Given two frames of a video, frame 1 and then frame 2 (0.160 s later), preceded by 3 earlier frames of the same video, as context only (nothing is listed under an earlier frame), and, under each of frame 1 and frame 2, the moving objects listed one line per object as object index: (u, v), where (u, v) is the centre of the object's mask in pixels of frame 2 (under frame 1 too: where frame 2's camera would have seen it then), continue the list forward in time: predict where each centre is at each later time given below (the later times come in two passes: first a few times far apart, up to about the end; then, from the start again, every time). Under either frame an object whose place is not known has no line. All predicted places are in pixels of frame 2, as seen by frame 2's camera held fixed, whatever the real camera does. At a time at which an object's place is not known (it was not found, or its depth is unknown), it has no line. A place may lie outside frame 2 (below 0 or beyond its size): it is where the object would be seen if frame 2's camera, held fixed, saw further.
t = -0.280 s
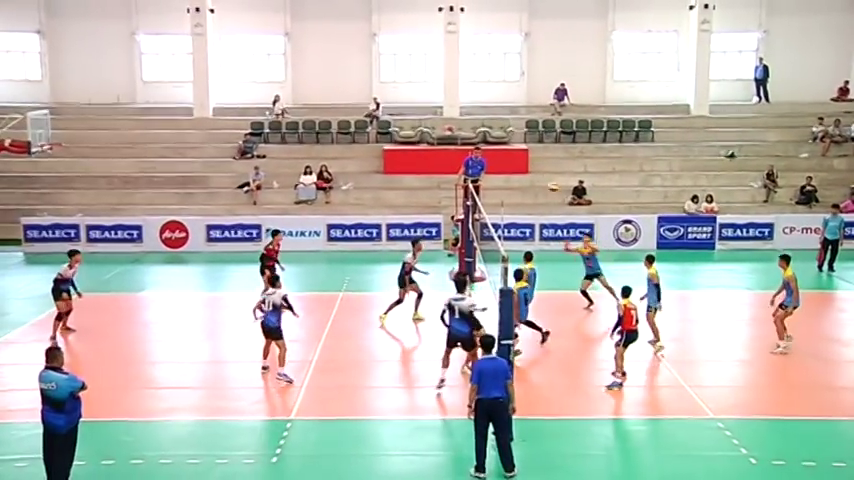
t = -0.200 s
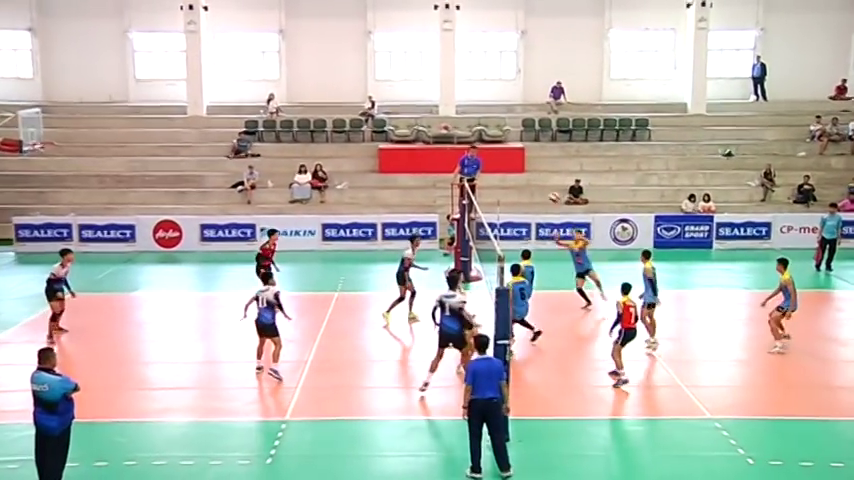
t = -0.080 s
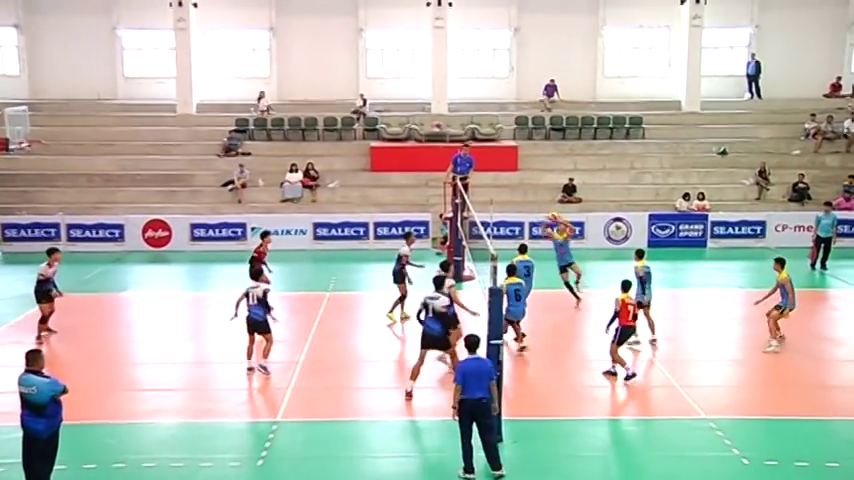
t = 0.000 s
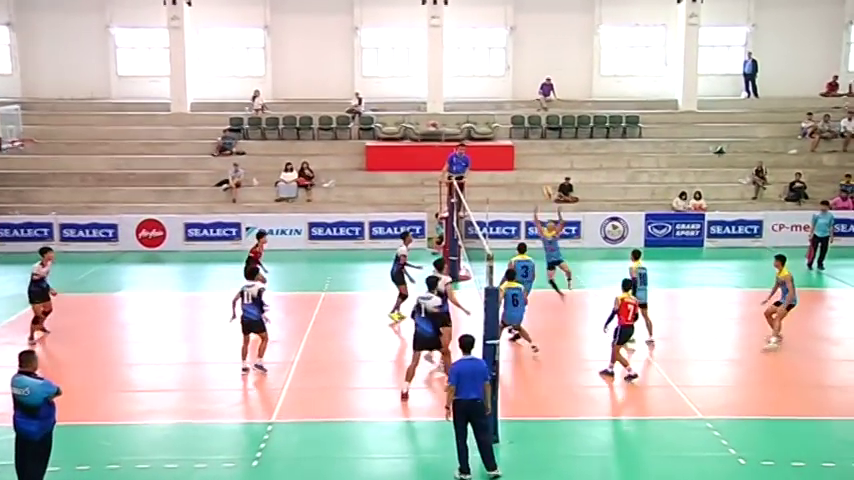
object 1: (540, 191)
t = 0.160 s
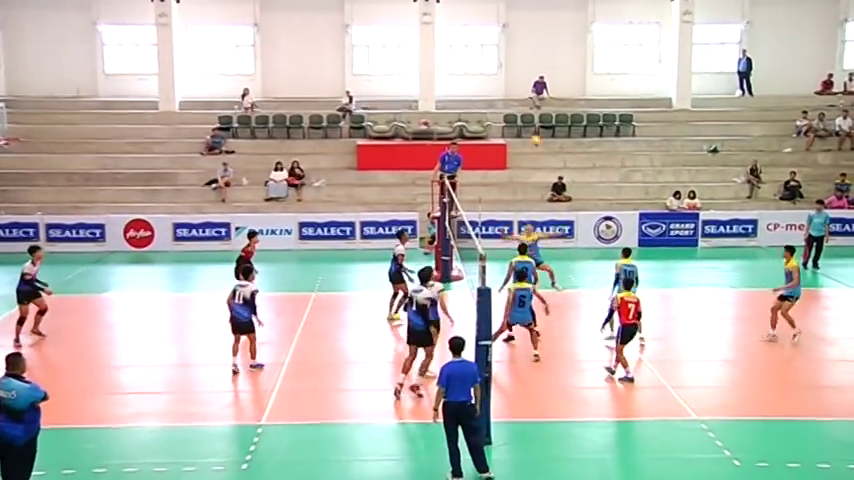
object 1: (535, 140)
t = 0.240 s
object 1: (533, 121)
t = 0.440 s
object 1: (527, 84)
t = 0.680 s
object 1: (519, 67)
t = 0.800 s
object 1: (515, 68)
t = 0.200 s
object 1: (535, 131)
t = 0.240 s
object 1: (533, 121)
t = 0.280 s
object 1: (531, 111)
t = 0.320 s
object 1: (532, 102)
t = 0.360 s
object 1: (530, 96)
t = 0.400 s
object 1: (528, 90)
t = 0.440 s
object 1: (527, 84)
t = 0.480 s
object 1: (526, 79)
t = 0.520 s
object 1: (525, 74)
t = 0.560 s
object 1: (523, 72)
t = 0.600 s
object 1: (521, 69)
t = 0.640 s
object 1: (520, 68)
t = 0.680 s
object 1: (519, 67)
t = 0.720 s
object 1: (517, 67)
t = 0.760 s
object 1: (516, 67)
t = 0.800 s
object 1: (515, 68)
